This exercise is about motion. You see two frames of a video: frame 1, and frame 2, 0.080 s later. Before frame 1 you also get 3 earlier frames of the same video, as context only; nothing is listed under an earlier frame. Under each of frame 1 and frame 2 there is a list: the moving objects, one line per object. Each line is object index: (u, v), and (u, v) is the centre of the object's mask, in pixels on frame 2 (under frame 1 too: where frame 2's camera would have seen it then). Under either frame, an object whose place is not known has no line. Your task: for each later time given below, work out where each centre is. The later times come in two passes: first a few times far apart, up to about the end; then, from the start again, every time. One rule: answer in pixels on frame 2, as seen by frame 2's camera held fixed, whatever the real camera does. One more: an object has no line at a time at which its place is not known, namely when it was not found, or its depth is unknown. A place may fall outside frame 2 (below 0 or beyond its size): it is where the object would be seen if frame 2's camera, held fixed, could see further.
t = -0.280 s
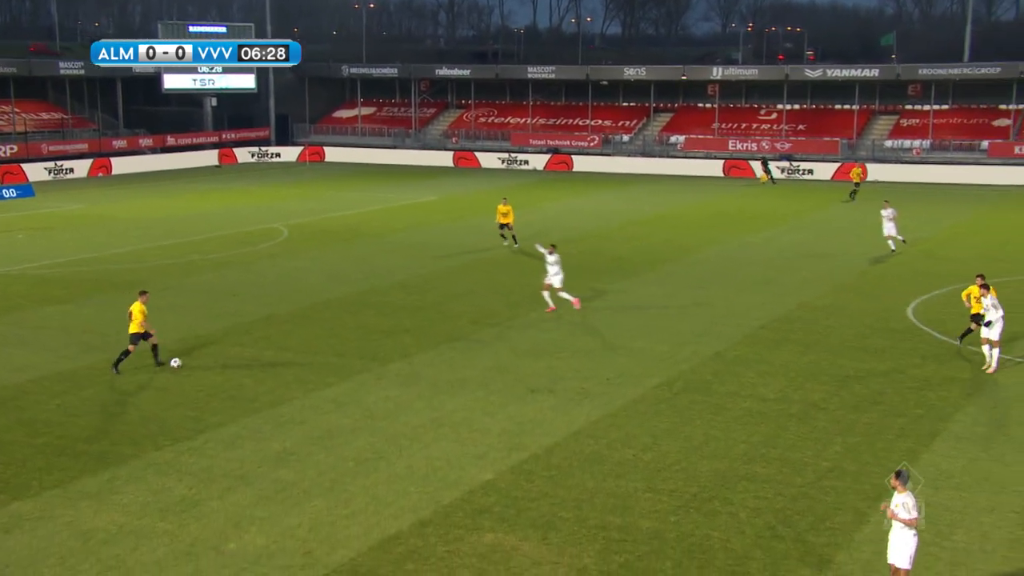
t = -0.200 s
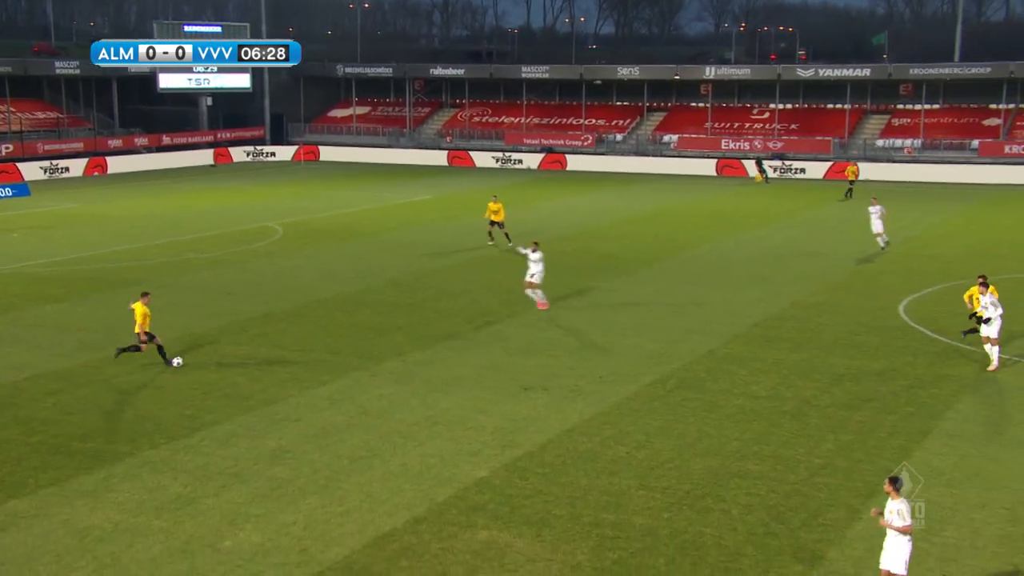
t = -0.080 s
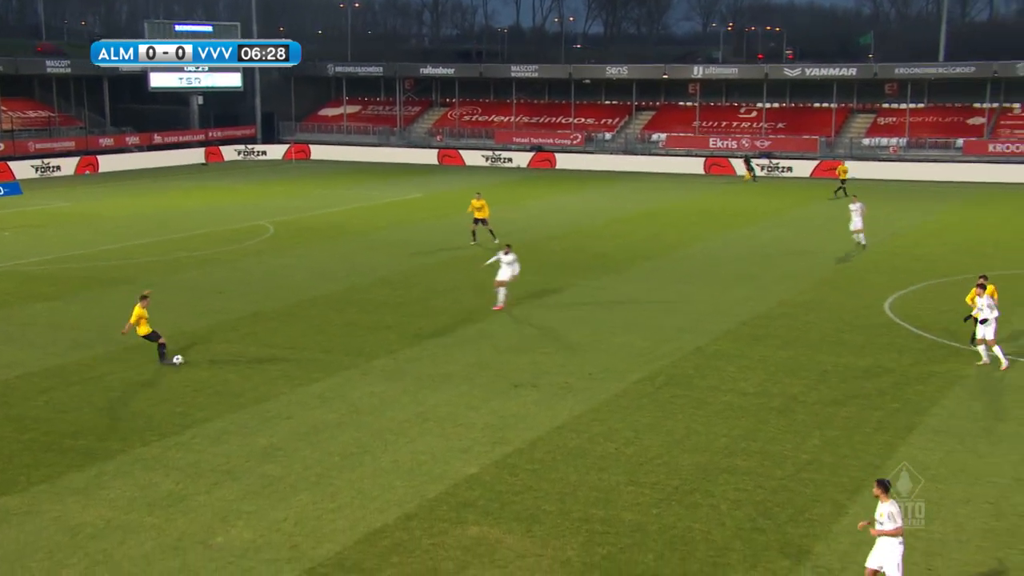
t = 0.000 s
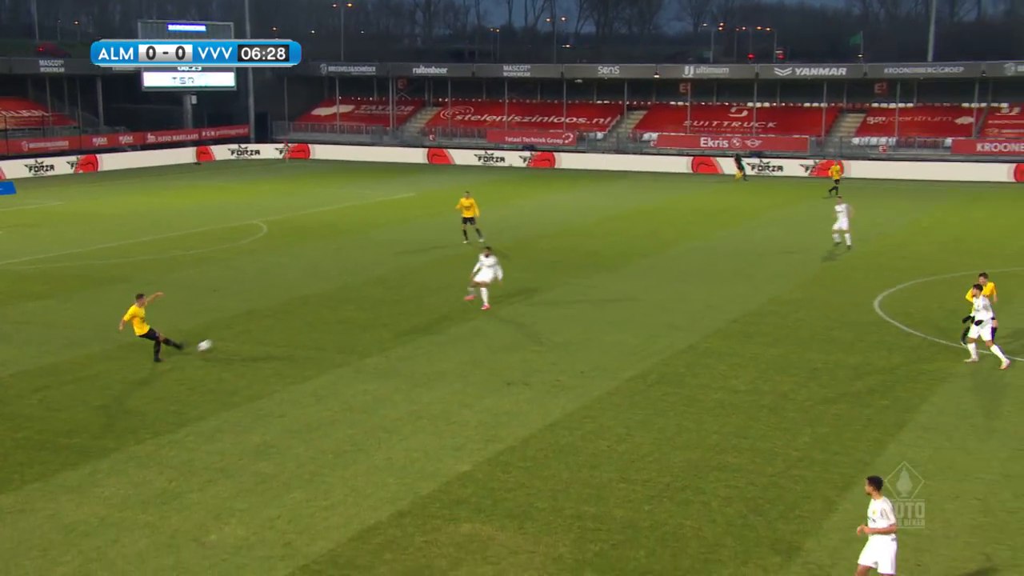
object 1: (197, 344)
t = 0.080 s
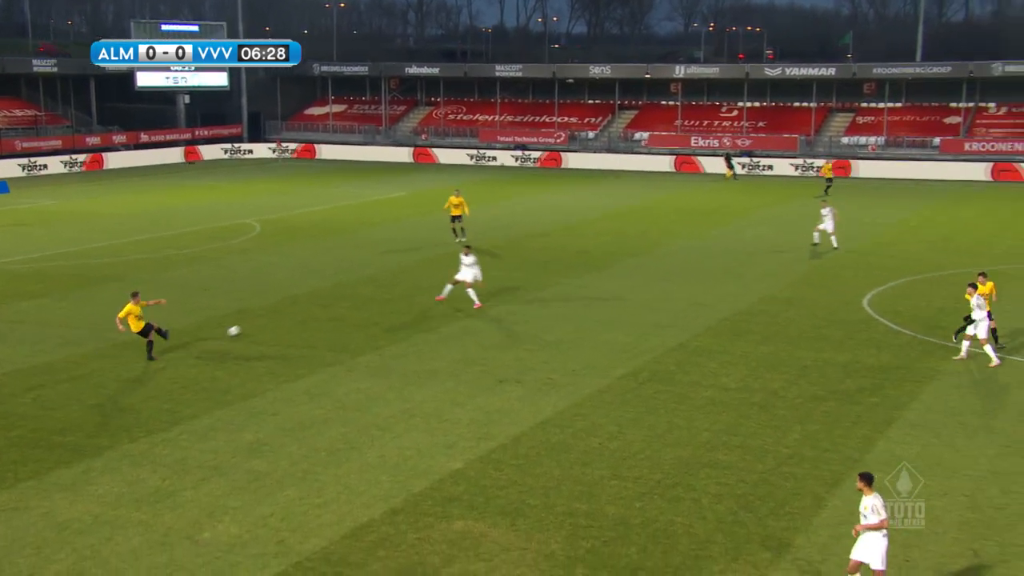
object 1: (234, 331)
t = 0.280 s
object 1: (300, 302)
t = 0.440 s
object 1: (333, 283)
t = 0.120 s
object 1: (249, 325)
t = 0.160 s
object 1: (263, 318)
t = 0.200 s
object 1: (276, 312)
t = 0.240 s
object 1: (289, 307)
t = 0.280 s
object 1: (300, 302)
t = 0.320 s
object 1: (310, 300)
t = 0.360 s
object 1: (318, 294)
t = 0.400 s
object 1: (326, 288)
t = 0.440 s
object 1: (333, 283)
